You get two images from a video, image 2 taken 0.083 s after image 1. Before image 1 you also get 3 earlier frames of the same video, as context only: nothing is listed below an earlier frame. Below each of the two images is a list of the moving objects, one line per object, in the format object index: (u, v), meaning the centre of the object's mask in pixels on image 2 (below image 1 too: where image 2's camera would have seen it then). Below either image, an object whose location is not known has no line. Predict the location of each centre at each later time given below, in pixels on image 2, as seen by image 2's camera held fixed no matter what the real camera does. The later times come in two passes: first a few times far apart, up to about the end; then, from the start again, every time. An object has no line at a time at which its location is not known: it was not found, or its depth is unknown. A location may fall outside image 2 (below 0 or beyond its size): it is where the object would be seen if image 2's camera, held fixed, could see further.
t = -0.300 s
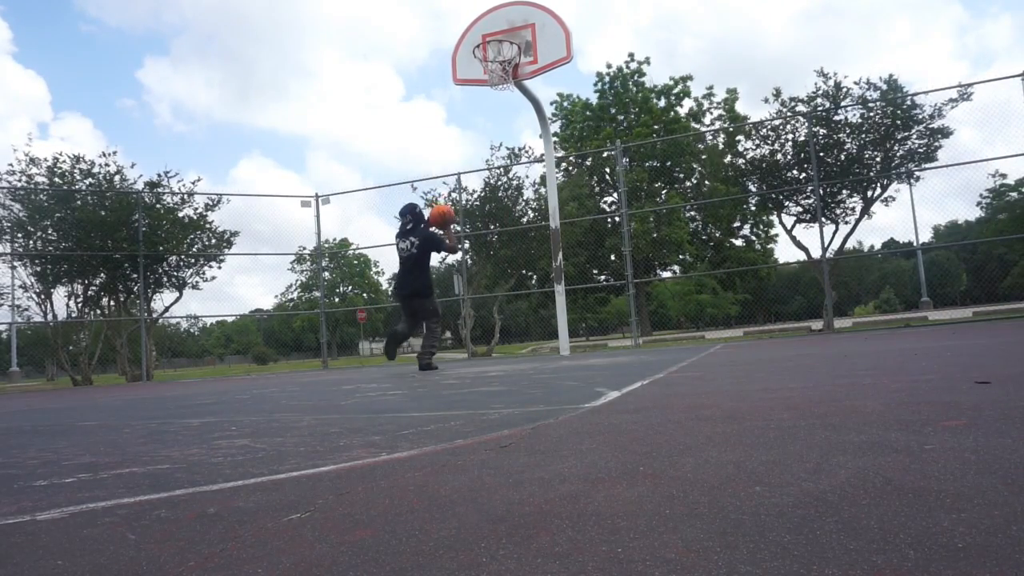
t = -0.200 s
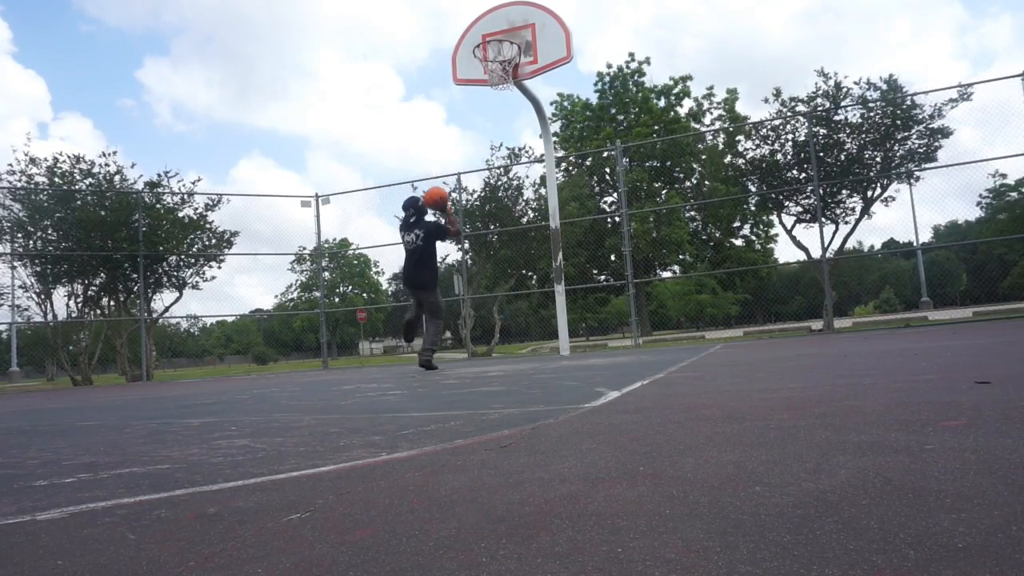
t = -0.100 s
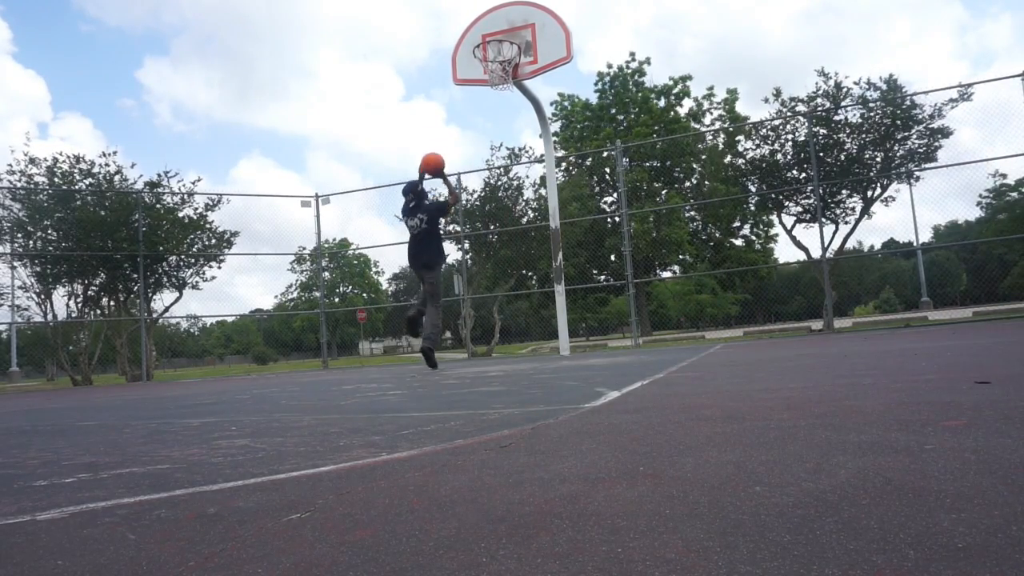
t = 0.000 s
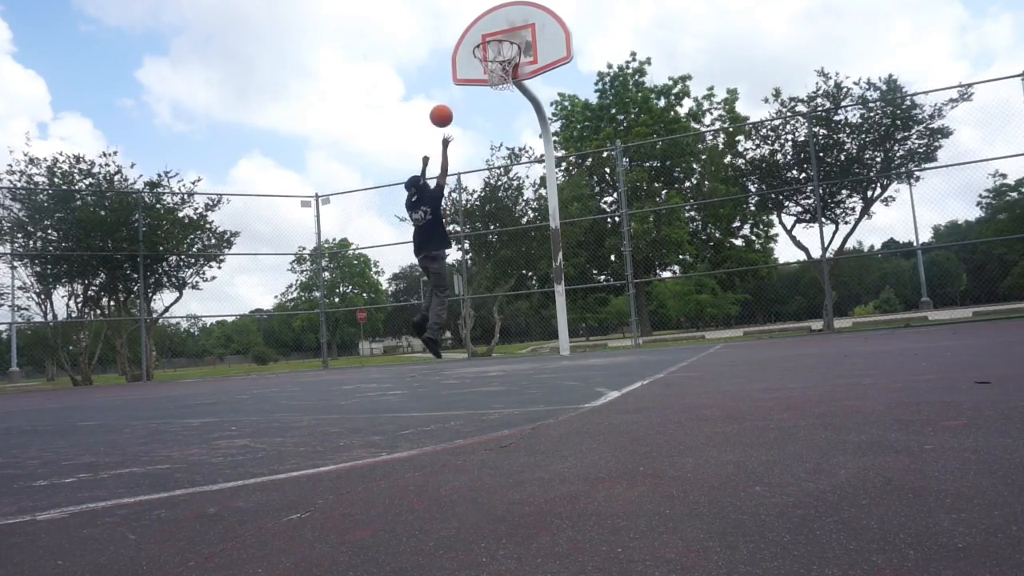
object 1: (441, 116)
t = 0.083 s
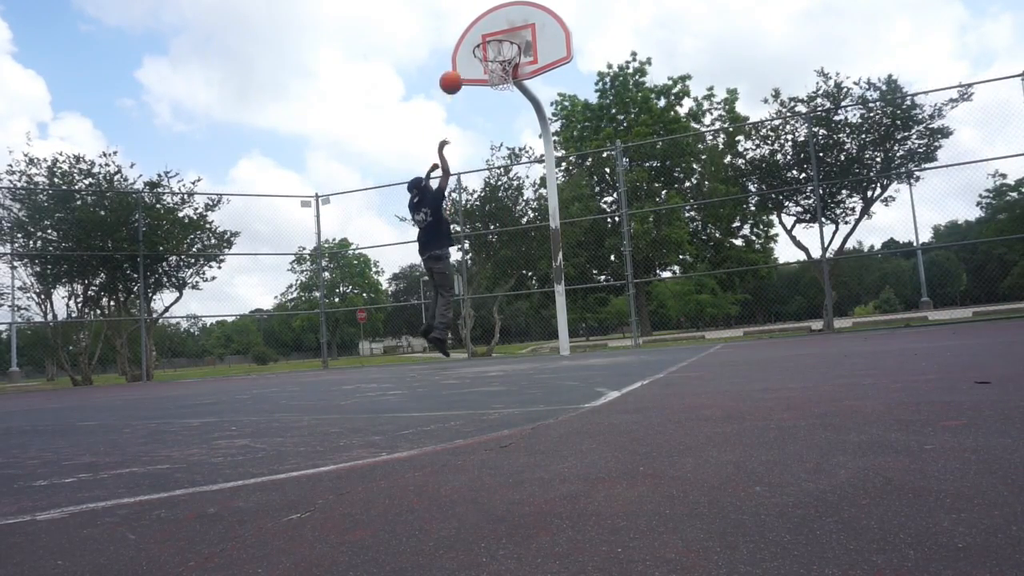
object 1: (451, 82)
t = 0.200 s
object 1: (464, 49)
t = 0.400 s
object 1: (477, 20)
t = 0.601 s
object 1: (480, 26)
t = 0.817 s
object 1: (507, 41)
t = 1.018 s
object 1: (503, 30)
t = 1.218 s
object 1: (495, 46)
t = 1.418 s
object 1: (496, 35)
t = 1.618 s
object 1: (497, 42)
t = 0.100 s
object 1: (453, 77)
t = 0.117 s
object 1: (454, 71)
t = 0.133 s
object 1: (456, 66)
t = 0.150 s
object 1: (458, 61)
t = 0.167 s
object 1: (460, 57)
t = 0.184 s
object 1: (462, 52)
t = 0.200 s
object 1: (464, 49)
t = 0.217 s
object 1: (466, 45)
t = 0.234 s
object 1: (468, 41)
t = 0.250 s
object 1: (470, 38)
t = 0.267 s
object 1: (472, 35)
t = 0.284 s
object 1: (475, 33)
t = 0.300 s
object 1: (477, 30)
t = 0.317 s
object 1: (477, 28)
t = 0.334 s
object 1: (477, 26)
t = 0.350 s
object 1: (477, 25)
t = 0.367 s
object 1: (477, 23)
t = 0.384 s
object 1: (477, 21)
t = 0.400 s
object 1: (477, 20)
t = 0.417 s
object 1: (477, 20)
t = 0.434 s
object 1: (478, 19)
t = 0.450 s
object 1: (478, 19)
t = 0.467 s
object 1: (478, 19)
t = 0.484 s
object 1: (478, 19)
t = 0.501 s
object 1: (478, 19)
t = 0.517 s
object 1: (478, 20)
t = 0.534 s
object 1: (479, 21)
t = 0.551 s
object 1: (479, 22)
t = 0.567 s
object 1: (479, 23)
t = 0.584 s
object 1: (479, 25)
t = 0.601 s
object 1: (480, 26)
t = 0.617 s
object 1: (480, 29)
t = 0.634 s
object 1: (481, 31)
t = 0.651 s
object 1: (481, 34)
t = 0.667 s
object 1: (481, 37)
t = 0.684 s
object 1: (482, 39)
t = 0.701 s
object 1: (485, 39)
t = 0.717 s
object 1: (488, 38)
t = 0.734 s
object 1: (491, 38)
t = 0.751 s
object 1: (494, 38)
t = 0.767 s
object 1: (497, 39)
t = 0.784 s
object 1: (501, 40)
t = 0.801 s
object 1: (503, 41)
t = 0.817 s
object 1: (507, 41)
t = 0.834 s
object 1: (510, 43)
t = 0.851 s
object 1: (511, 43)
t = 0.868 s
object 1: (511, 40)
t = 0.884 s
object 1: (510, 39)
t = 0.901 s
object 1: (509, 37)
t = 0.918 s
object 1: (508, 35)
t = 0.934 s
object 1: (507, 34)
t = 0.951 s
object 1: (506, 32)
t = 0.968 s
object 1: (506, 31)
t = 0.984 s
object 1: (505, 30)
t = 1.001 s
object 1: (504, 30)
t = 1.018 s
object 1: (503, 30)
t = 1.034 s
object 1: (503, 30)
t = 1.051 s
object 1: (502, 30)
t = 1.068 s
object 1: (501, 30)
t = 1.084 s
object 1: (500, 30)
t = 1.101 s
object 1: (500, 31)
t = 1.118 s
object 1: (499, 33)
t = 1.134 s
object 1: (498, 35)
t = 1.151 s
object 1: (498, 36)
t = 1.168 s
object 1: (497, 38)
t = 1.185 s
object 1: (497, 40)
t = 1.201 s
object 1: (496, 43)
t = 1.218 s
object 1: (495, 46)
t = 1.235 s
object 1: (494, 50)
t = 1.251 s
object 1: (494, 50)
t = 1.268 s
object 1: (494, 47)
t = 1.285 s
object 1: (496, 44)
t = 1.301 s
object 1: (496, 42)
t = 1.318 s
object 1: (496, 40)
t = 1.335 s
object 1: (496, 39)
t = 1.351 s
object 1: (496, 38)
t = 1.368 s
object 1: (495, 37)
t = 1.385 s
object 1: (496, 36)
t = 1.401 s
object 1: (495, 35)
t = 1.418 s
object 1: (496, 35)
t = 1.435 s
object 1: (496, 35)
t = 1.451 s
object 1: (496, 35)
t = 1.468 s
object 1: (497, 35)
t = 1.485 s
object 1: (496, 36)
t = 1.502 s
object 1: (497, 37)
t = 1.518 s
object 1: (498, 37)
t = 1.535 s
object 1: (498, 38)
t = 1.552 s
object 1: (498, 39)
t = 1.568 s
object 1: (498, 39)
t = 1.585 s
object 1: (497, 40)
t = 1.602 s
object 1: (497, 41)
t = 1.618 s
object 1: (497, 42)
